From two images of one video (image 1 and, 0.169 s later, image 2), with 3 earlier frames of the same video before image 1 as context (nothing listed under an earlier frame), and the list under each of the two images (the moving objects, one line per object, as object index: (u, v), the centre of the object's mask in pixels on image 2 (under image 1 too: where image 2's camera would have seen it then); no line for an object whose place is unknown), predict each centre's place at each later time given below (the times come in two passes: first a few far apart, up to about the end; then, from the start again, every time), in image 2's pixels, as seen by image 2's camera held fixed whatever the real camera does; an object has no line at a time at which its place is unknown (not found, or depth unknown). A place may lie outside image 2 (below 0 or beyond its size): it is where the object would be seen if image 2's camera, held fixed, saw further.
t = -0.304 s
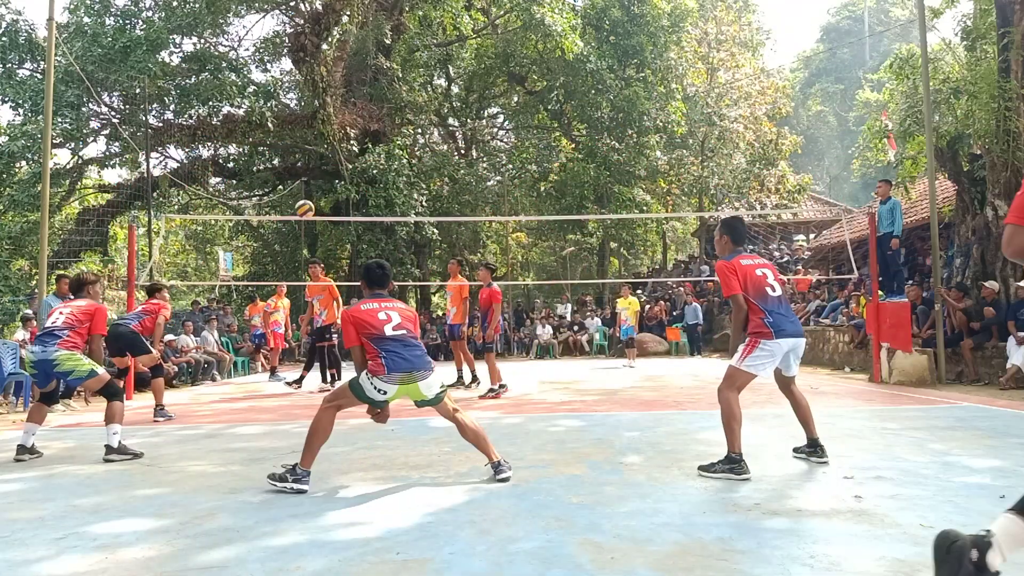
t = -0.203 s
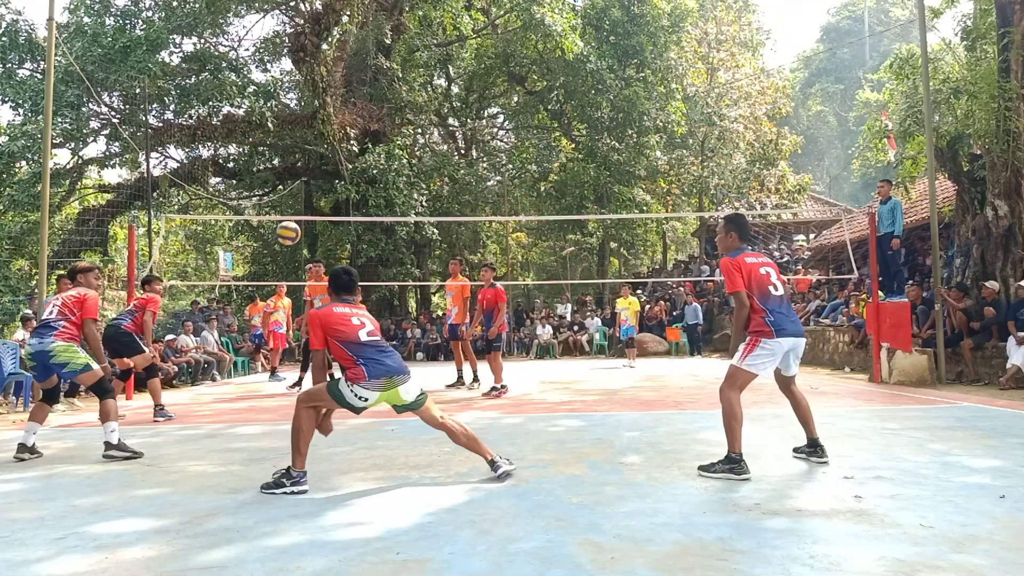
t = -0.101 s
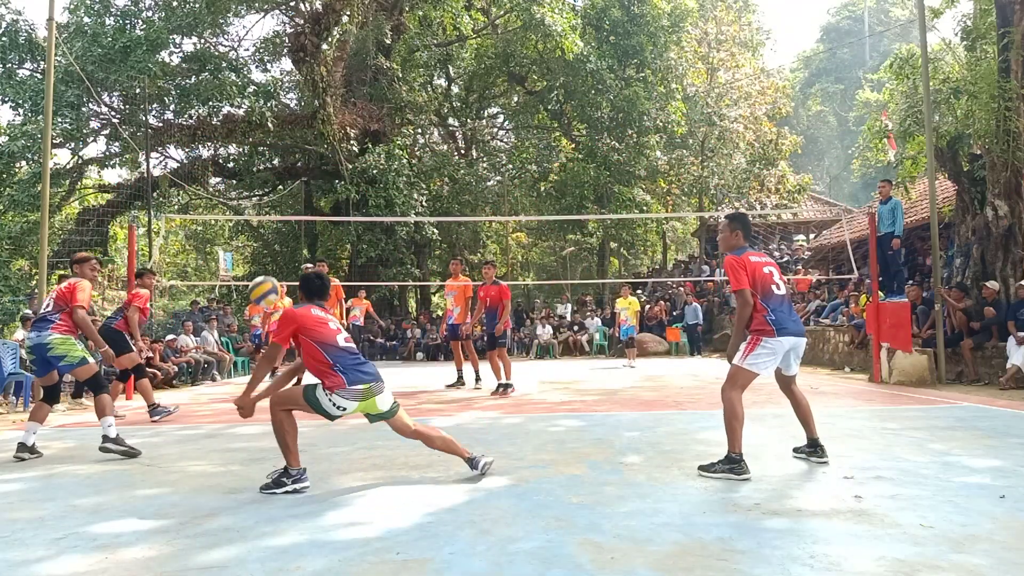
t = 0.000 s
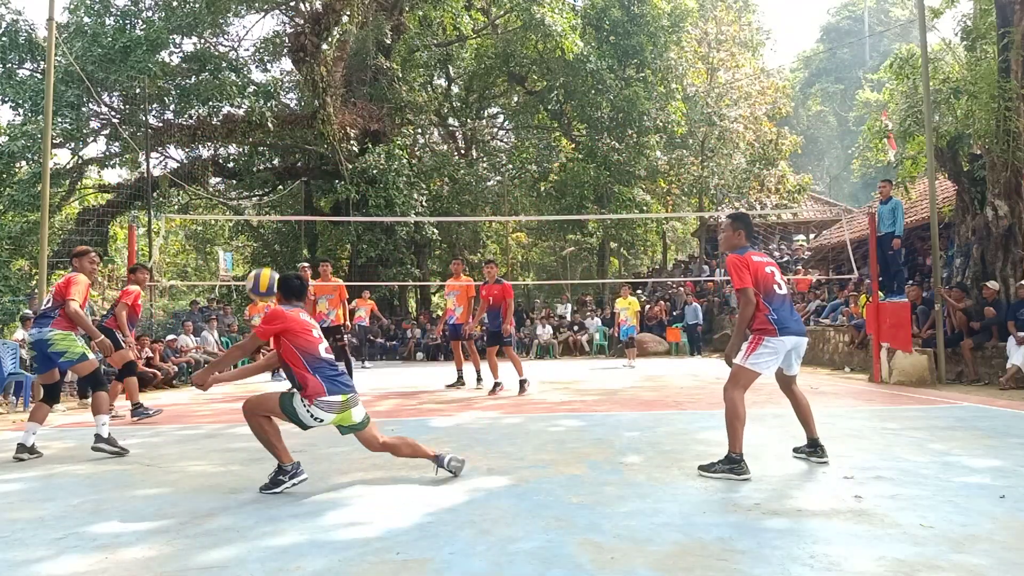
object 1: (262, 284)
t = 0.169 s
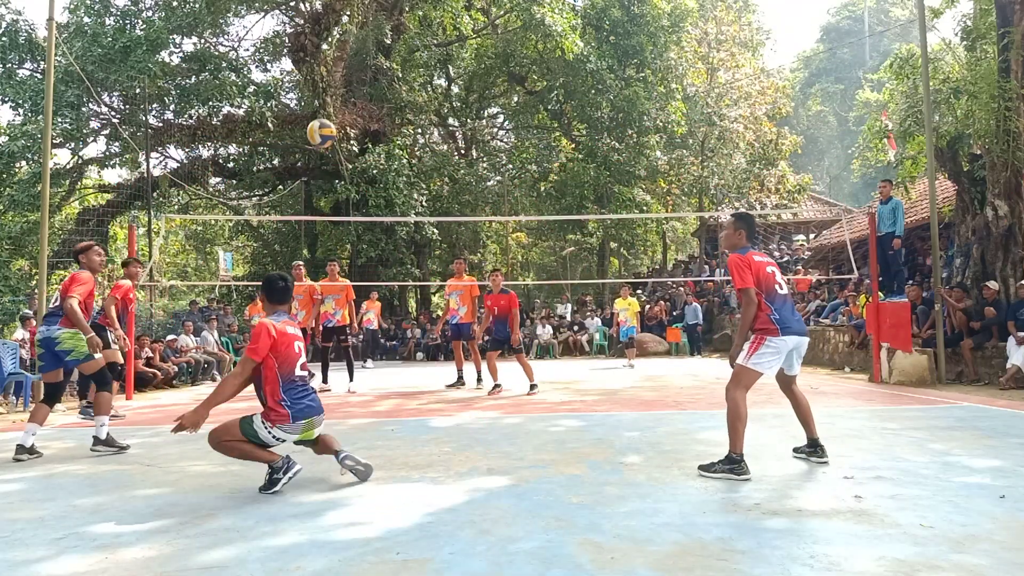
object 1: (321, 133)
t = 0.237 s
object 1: (340, 96)
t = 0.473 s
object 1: (391, 32)
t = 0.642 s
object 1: (420, 26)
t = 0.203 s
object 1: (331, 113)
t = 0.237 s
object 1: (340, 96)
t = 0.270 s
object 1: (348, 81)
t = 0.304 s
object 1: (356, 68)
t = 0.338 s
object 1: (364, 58)
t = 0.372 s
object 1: (371, 49)
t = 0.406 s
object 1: (379, 42)
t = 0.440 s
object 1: (385, 36)
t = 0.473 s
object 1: (391, 32)
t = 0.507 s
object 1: (398, 29)
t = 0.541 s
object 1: (404, 26)
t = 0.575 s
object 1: (409, 25)
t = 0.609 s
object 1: (415, 25)
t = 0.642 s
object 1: (420, 26)
